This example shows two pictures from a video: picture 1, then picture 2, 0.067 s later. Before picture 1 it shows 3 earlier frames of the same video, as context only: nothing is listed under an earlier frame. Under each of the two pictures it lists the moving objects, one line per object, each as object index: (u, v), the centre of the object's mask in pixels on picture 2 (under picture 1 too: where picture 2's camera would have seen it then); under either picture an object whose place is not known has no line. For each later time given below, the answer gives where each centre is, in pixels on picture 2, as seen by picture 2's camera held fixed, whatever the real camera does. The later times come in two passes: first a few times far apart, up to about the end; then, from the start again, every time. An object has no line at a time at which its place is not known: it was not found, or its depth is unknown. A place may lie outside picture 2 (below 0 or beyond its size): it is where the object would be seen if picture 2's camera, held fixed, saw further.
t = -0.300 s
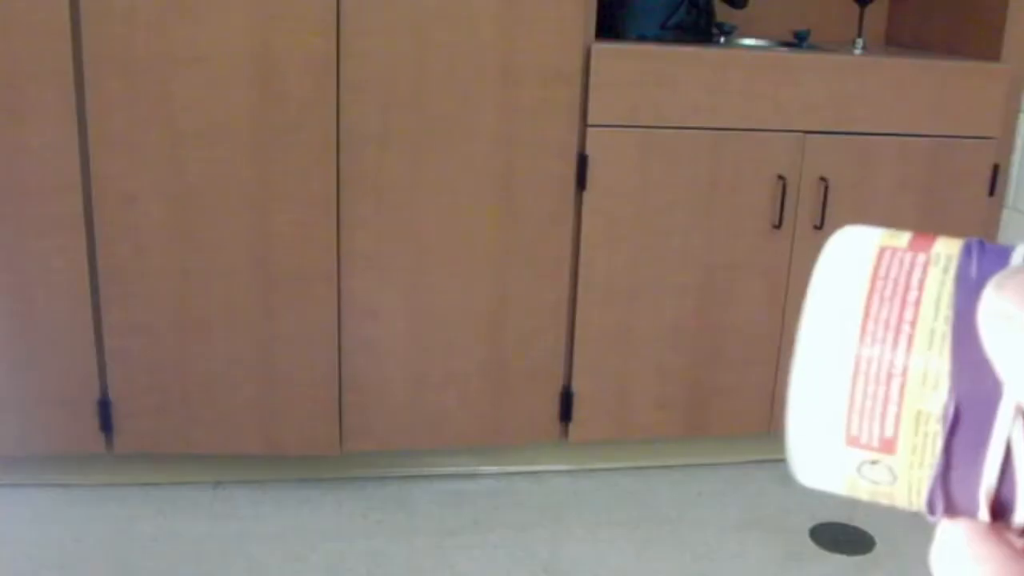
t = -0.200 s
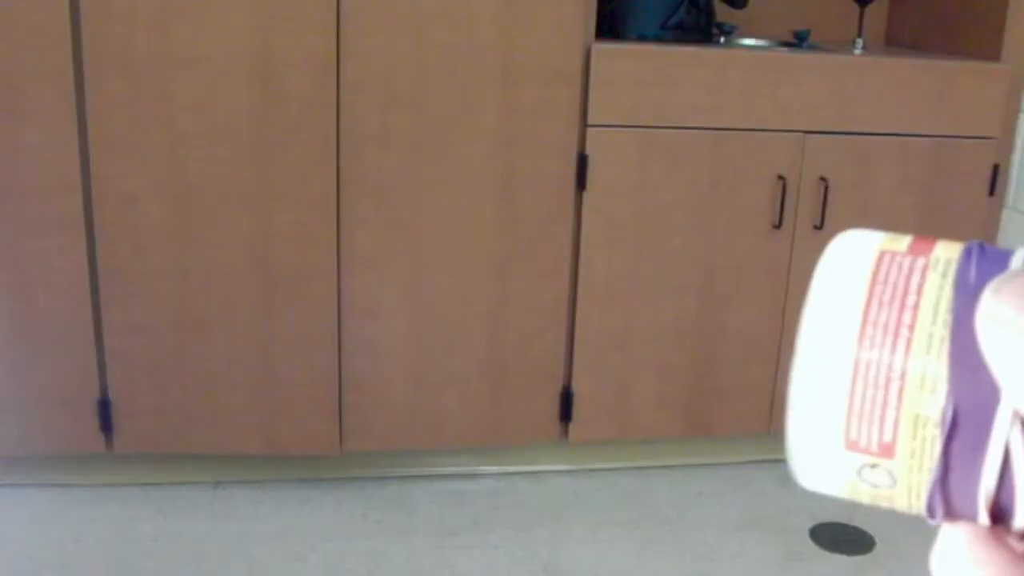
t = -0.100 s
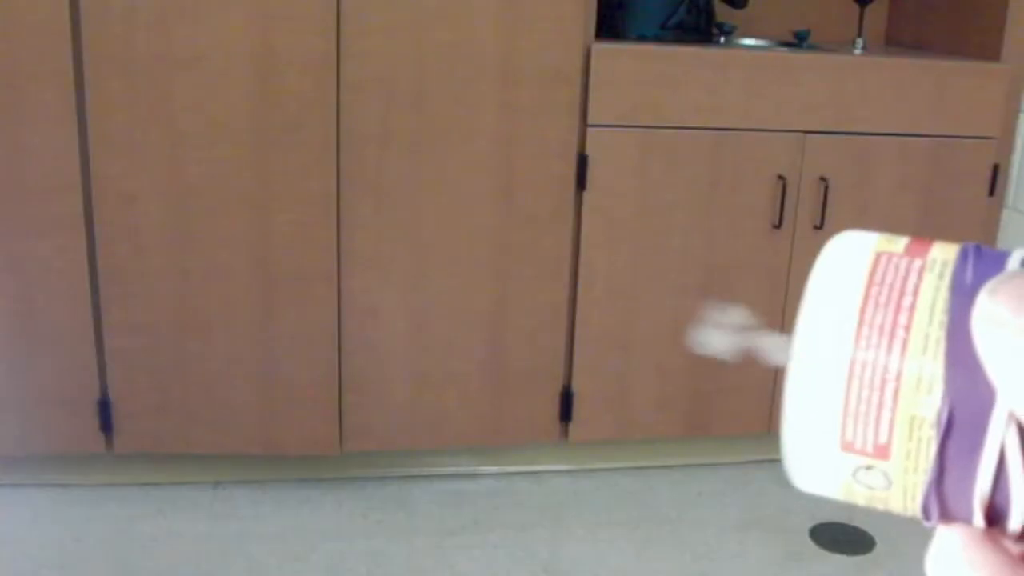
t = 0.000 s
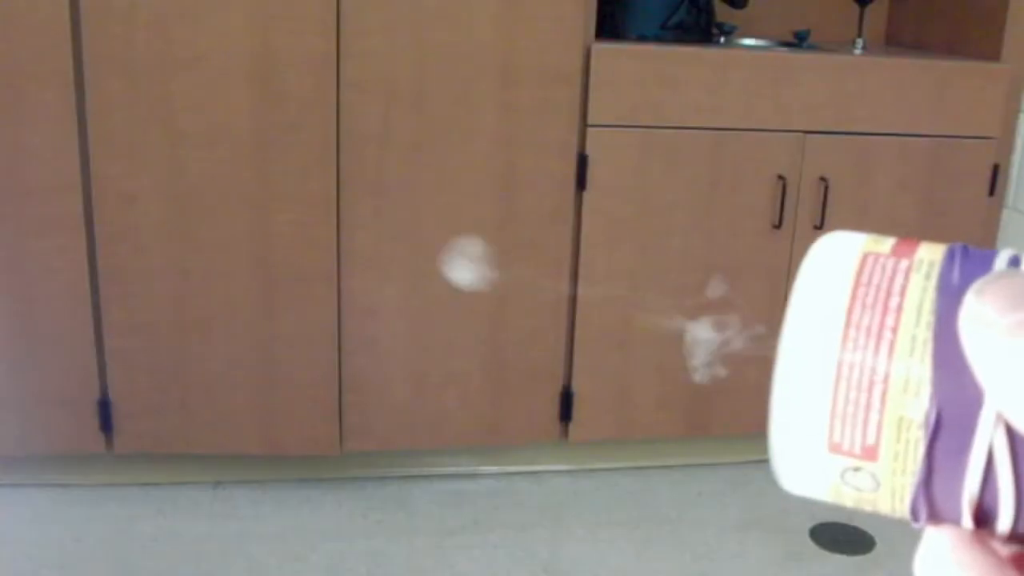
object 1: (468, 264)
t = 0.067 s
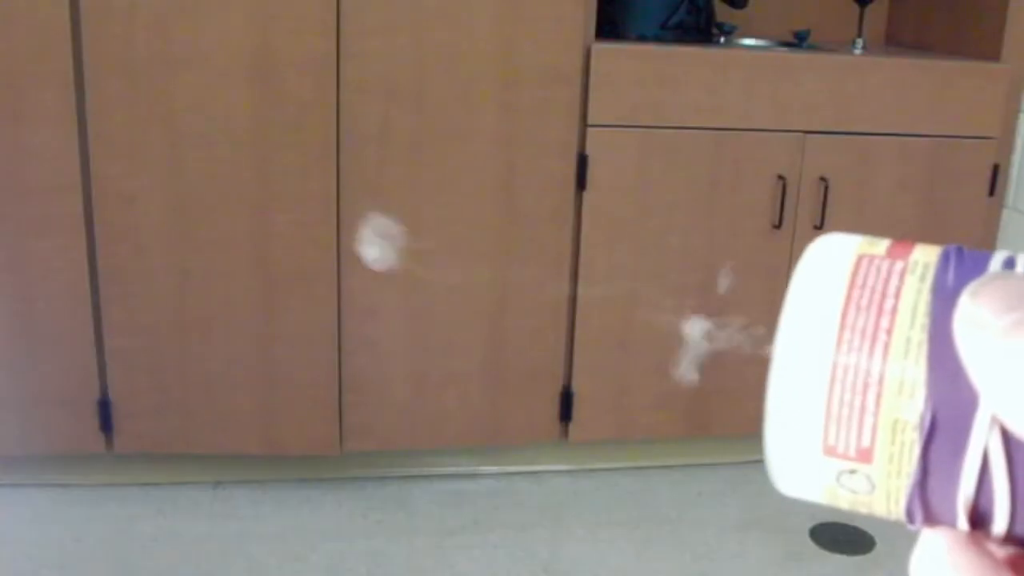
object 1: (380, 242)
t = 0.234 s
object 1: (246, 216)
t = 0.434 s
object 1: (147, 207)
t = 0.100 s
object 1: (346, 233)
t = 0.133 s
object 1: (317, 228)
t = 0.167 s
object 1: (290, 223)
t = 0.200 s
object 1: (267, 219)
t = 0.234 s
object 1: (246, 216)
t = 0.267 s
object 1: (226, 212)
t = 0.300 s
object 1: (209, 211)
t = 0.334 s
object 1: (193, 210)
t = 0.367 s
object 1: (176, 208)
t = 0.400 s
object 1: (161, 207)
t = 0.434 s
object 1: (147, 207)
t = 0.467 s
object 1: (134, 206)
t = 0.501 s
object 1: (121, 206)
